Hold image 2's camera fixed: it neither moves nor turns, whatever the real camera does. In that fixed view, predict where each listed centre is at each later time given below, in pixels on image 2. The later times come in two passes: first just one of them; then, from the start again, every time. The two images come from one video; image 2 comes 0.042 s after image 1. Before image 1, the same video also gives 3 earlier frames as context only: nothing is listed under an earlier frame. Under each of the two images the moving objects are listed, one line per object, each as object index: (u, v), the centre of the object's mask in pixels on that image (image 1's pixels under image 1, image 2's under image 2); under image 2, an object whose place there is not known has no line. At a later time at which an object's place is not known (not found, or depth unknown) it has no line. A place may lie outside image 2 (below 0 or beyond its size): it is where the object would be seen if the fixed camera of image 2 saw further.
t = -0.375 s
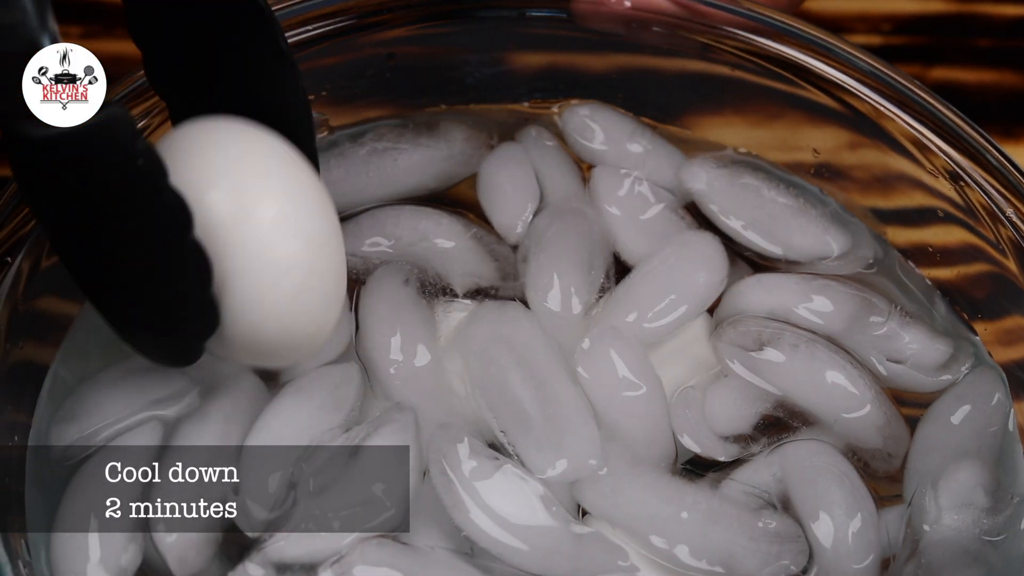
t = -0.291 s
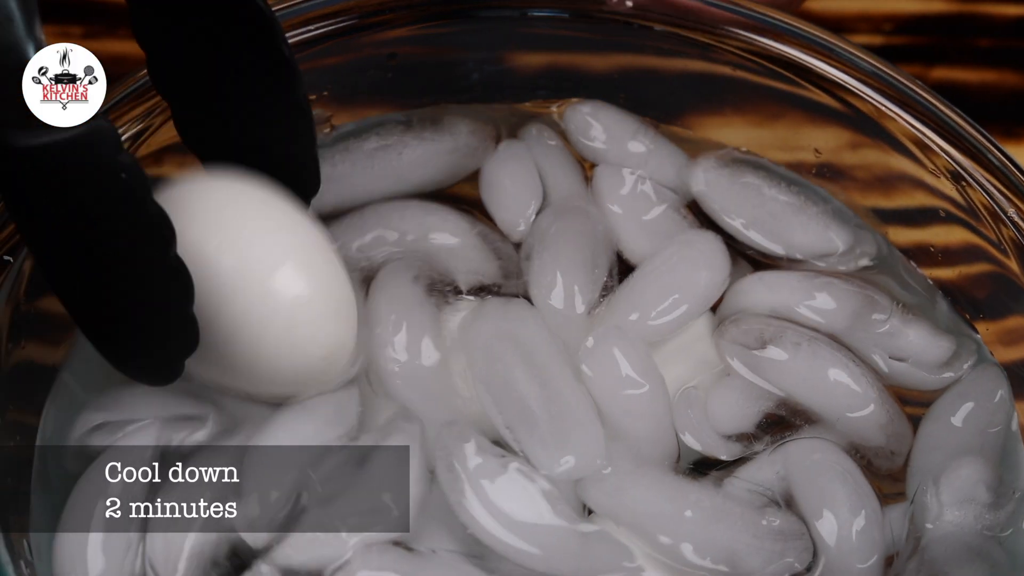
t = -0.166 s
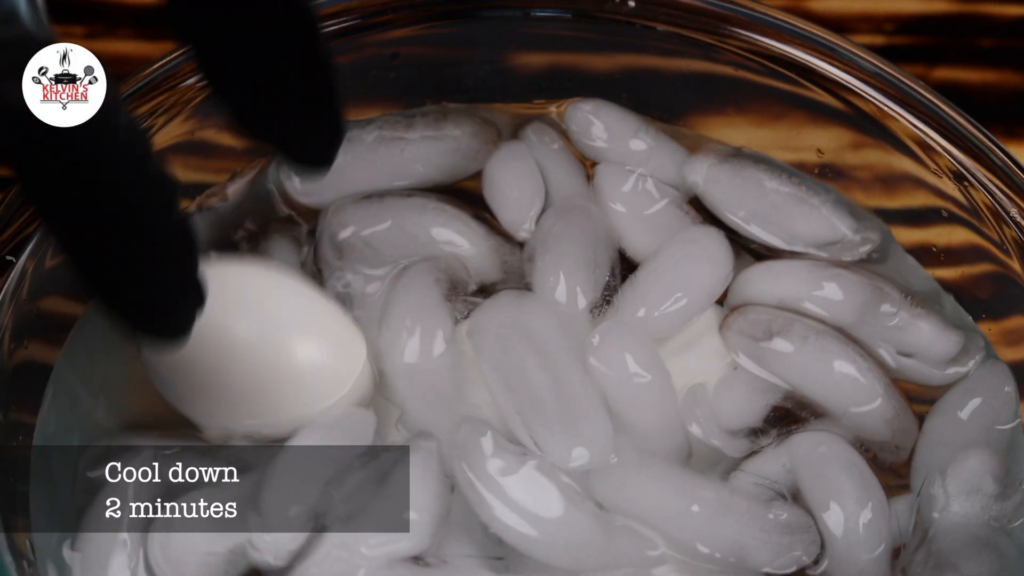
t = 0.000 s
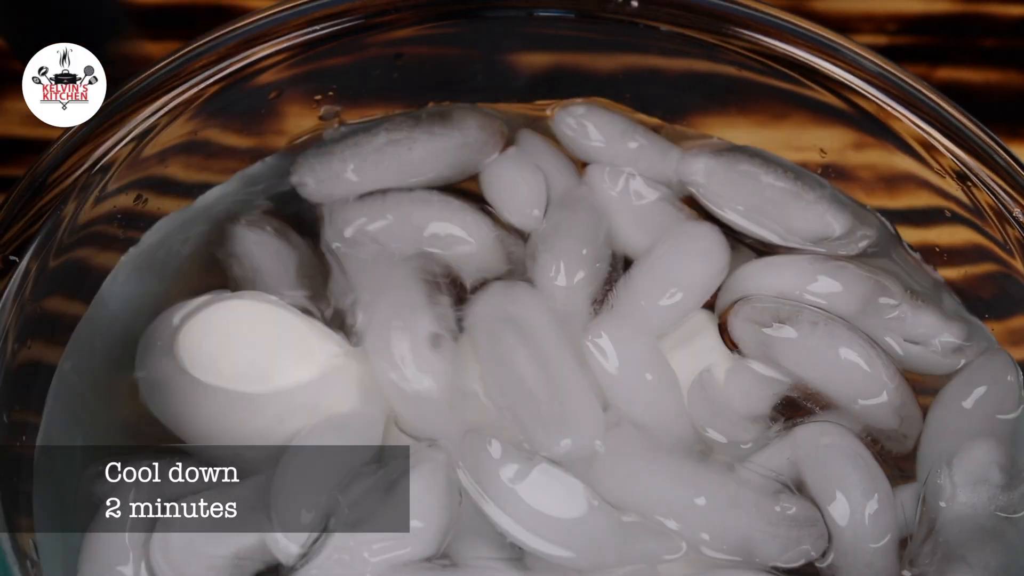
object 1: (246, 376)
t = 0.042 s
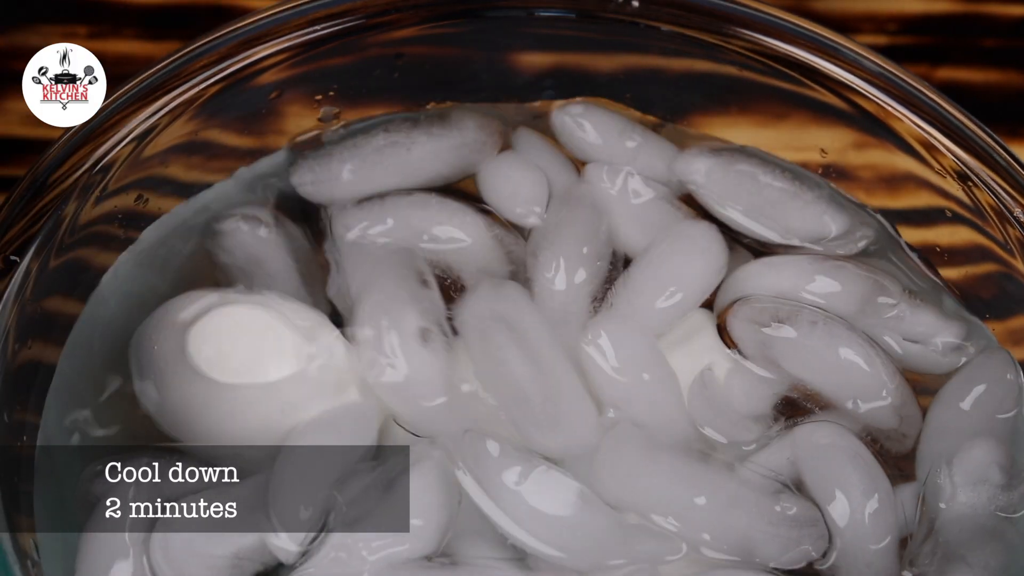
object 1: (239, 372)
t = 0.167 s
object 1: (232, 369)
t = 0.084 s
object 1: (237, 369)
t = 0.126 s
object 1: (234, 369)
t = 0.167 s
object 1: (232, 369)
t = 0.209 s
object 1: (230, 372)
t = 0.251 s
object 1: (231, 374)
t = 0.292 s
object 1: (231, 375)
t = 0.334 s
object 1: (230, 376)
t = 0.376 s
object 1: (229, 377)
